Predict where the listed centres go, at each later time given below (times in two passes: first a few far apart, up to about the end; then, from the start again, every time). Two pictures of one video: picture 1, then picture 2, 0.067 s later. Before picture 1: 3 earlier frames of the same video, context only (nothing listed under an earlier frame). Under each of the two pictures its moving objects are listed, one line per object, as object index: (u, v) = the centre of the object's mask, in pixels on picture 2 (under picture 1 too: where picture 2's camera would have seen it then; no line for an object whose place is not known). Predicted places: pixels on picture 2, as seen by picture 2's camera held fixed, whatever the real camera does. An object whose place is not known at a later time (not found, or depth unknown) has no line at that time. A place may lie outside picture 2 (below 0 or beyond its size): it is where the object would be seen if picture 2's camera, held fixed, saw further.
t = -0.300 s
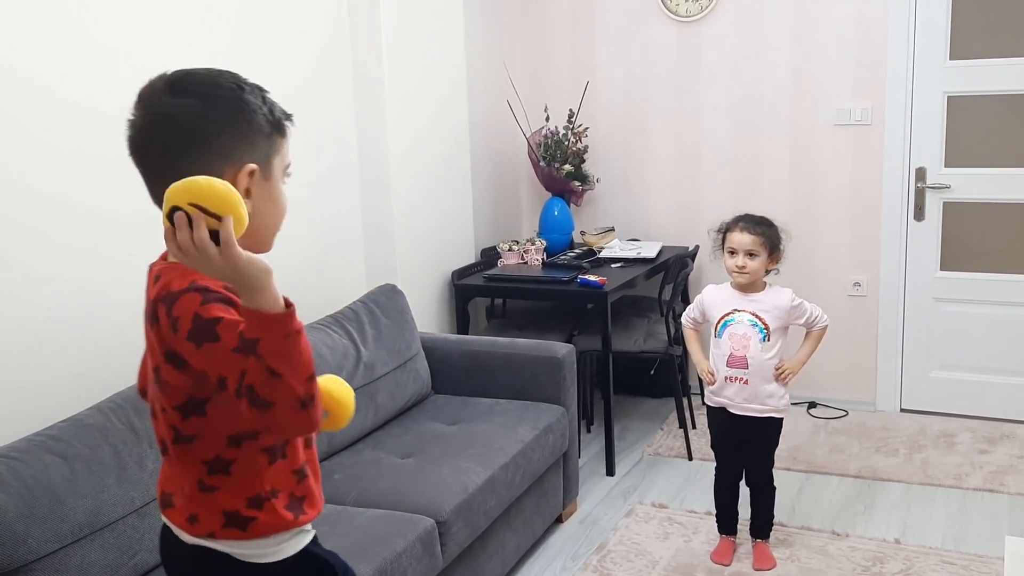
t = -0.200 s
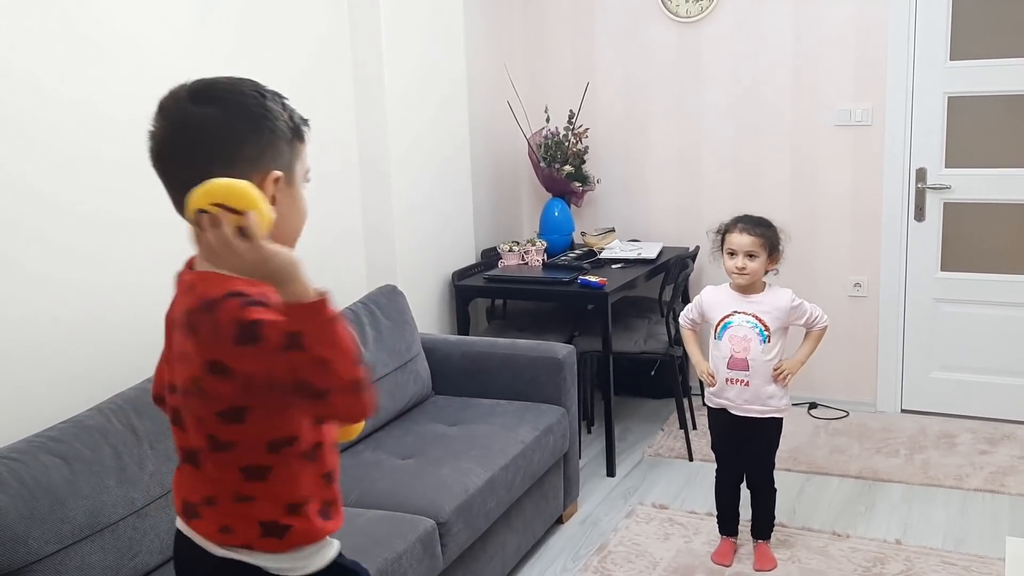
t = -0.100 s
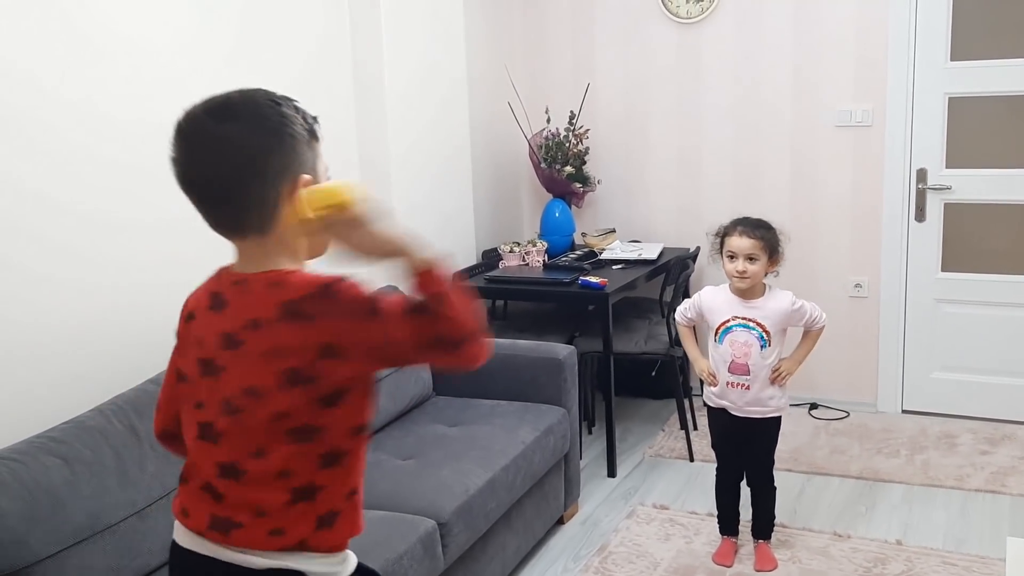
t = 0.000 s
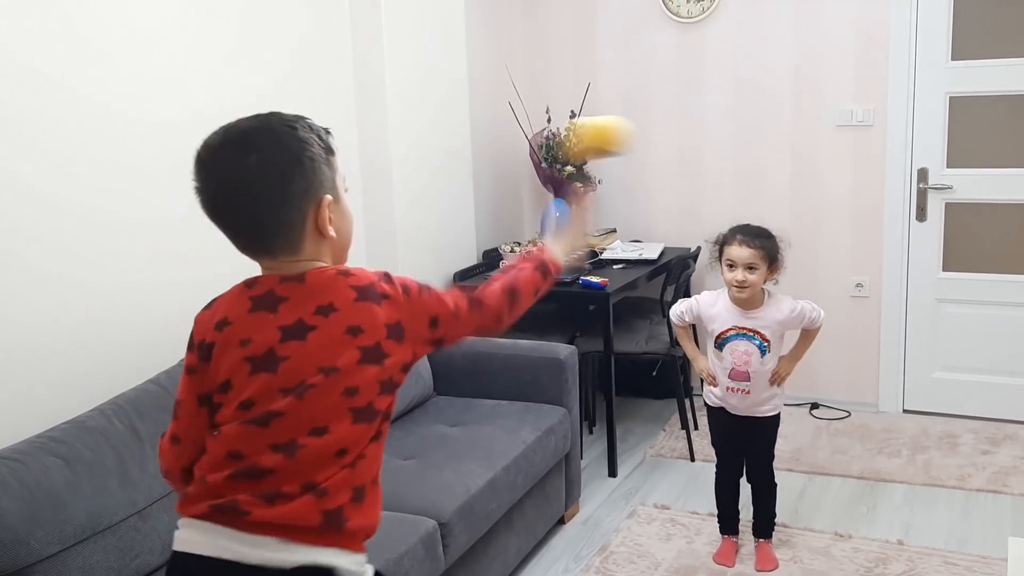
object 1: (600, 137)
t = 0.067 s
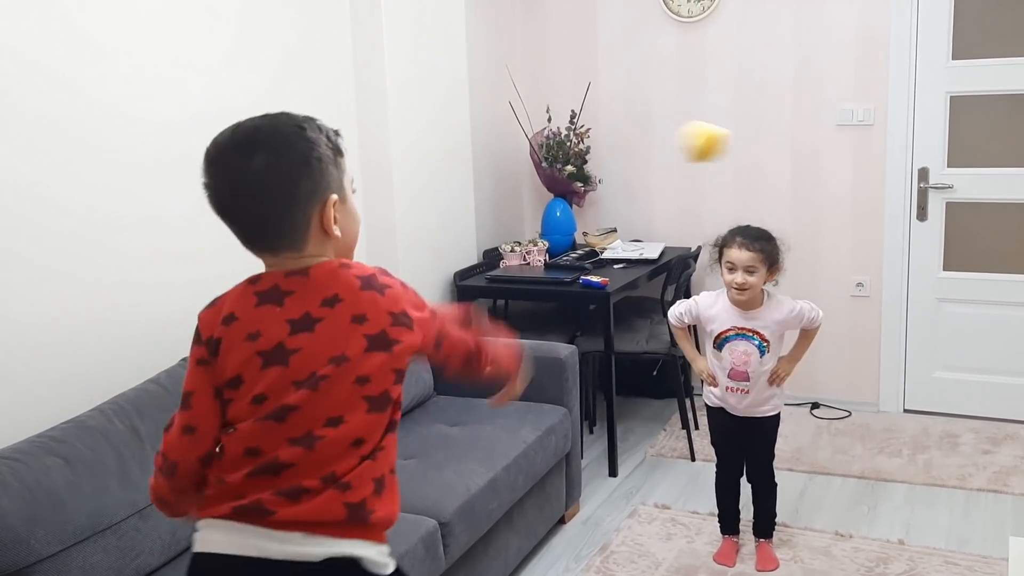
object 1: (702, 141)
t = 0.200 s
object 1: (822, 192)
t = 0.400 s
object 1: (907, 302)
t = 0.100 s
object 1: (742, 152)
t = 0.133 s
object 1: (773, 163)
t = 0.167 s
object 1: (799, 177)
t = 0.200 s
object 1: (822, 192)
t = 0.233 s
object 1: (842, 209)
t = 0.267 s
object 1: (860, 227)
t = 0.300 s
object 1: (873, 245)
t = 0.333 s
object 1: (885, 264)
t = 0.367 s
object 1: (897, 283)
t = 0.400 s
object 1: (907, 302)
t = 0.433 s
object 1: (917, 323)
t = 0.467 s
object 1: (921, 343)
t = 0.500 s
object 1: (914, 366)
